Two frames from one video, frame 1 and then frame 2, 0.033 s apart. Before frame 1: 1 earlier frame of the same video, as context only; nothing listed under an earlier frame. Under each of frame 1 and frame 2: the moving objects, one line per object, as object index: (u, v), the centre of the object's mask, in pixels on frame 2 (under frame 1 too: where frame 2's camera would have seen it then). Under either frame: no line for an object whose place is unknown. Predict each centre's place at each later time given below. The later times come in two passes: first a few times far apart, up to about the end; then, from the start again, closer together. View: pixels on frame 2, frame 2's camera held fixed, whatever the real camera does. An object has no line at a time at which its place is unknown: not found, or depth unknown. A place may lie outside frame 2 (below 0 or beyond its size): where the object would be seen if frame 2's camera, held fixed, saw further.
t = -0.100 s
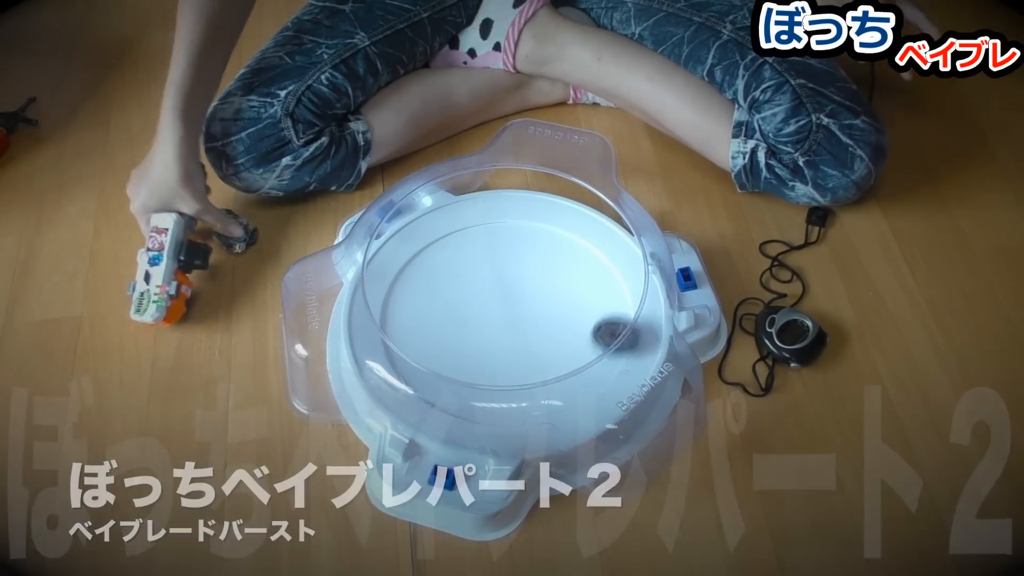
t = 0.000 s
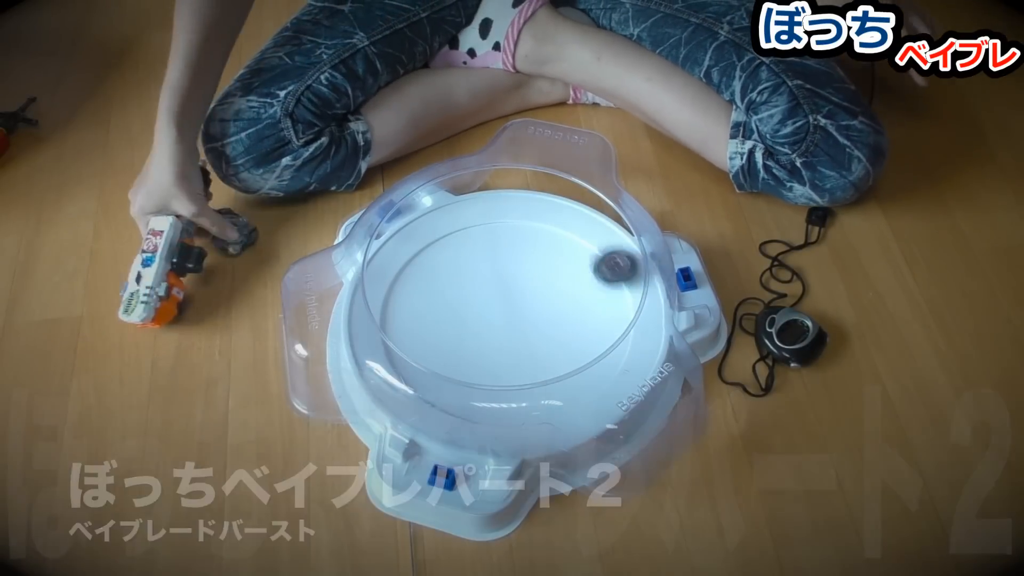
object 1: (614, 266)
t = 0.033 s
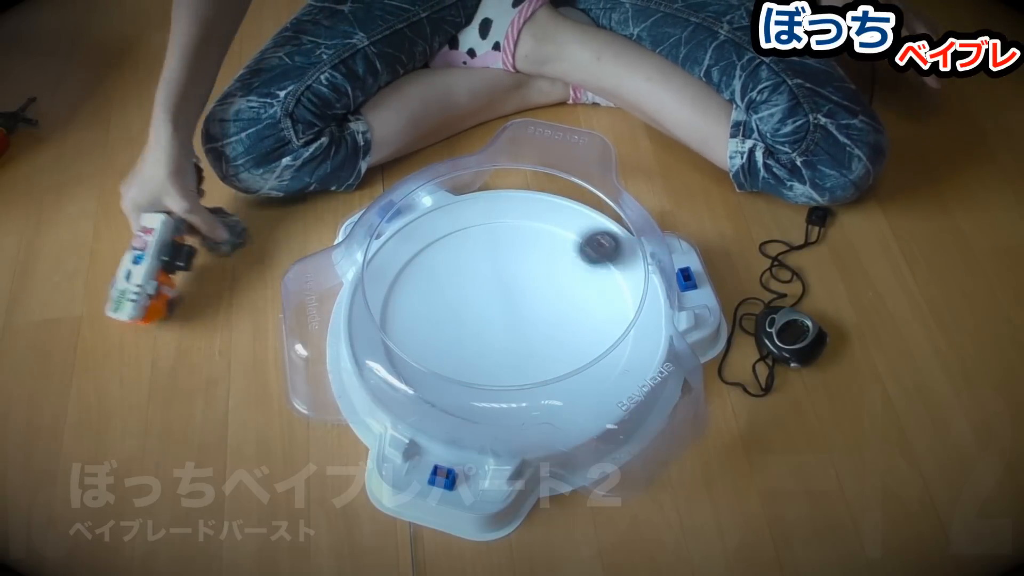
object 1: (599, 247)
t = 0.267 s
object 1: (419, 243)
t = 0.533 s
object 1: (442, 379)
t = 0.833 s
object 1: (595, 322)
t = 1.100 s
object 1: (519, 240)
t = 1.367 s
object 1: (443, 312)
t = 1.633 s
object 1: (549, 343)
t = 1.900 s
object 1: (524, 272)
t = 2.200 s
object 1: (493, 338)
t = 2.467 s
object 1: (536, 305)
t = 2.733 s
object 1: (493, 312)
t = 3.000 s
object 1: (510, 323)
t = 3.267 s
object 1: (516, 307)
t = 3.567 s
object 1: (494, 310)
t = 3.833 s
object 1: (514, 318)
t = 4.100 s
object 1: (514, 300)
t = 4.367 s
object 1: (498, 310)
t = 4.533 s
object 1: (509, 320)
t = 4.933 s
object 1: (516, 302)
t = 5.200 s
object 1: (498, 312)
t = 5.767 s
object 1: (519, 307)
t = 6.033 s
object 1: (501, 305)
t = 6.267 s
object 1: (498, 315)
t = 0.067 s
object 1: (577, 231)
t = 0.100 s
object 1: (551, 220)
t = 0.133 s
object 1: (523, 213)
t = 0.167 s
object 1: (493, 213)
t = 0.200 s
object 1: (466, 219)
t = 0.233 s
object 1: (439, 229)
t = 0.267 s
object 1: (419, 243)
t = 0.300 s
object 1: (402, 261)
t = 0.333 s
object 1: (390, 280)
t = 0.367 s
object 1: (387, 299)
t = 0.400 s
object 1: (390, 318)
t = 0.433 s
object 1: (397, 335)
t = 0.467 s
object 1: (411, 354)
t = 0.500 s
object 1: (425, 367)
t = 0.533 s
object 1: (442, 379)
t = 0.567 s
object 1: (465, 375)
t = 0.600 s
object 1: (485, 378)
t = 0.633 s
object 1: (505, 379)
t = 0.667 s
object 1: (524, 377)
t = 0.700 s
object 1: (544, 371)
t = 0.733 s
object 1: (562, 363)
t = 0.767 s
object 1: (578, 352)
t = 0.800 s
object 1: (589, 338)
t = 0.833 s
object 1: (595, 322)
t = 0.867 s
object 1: (597, 306)
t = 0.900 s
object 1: (595, 290)
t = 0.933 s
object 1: (589, 276)
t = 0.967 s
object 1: (579, 263)
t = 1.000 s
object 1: (566, 253)
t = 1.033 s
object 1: (551, 246)
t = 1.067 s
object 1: (536, 241)
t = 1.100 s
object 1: (519, 240)
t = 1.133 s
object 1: (502, 241)
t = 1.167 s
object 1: (485, 245)
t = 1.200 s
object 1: (470, 251)
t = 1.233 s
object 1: (457, 261)
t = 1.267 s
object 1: (447, 272)
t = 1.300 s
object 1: (441, 286)
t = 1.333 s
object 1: (440, 299)
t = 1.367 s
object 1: (443, 312)
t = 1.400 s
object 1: (450, 325)
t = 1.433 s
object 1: (460, 337)
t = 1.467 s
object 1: (474, 346)
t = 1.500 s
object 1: (489, 352)
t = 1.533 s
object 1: (506, 355)
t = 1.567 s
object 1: (521, 355)
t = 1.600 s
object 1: (536, 351)
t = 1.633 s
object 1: (549, 343)
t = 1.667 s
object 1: (558, 334)
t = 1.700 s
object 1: (564, 323)
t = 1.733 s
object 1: (566, 312)
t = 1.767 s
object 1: (563, 300)
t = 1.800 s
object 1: (557, 289)
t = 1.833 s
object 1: (549, 280)
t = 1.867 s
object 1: (537, 275)
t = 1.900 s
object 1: (524, 272)
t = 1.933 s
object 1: (510, 273)
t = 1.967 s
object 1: (497, 277)
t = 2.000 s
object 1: (487, 284)
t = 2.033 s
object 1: (479, 292)
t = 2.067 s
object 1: (474, 302)
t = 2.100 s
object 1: (474, 312)
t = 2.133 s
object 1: (477, 322)
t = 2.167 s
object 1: (483, 330)
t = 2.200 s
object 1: (493, 338)
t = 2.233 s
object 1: (504, 341)
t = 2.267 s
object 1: (516, 342)
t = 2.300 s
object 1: (526, 339)
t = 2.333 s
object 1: (535, 334)
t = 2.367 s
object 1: (540, 326)
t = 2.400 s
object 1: (542, 319)
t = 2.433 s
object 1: (540, 312)
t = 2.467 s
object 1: (536, 305)
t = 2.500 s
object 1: (530, 300)
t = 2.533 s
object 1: (523, 297)
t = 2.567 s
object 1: (517, 296)
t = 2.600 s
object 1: (511, 297)
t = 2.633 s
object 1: (505, 300)
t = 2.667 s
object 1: (500, 304)
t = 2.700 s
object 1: (496, 308)
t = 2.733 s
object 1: (493, 312)
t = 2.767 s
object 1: (492, 315)
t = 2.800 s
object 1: (492, 318)
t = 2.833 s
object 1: (494, 320)
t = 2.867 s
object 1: (496, 321)
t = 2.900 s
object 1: (498, 322)
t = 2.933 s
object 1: (502, 323)
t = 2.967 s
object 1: (506, 323)
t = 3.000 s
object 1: (510, 323)
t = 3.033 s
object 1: (514, 322)
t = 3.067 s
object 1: (516, 321)
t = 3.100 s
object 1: (518, 319)
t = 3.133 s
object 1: (519, 316)
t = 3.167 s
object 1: (519, 314)
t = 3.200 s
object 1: (519, 311)
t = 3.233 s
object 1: (517, 309)
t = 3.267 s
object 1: (516, 307)
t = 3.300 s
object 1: (513, 305)
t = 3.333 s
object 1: (510, 304)
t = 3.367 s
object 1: (508, 303)
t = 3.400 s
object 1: (505, 303)
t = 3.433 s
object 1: (502, 304)
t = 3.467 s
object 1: (499, 304)
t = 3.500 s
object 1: (496, 306)
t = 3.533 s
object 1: (495, 308)
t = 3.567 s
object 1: (494, 310)
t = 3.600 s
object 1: (495, 312)
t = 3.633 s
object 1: (496, 315)
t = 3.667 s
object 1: (498, 317)
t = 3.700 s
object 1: (501, 318)
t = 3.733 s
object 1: (504, 319)
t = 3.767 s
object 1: (508, 319)
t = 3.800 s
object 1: (511, 319)
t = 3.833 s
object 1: (514, 318)
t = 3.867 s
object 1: (517, 316)
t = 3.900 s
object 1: (518, 314)
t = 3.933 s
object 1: (520, 311)
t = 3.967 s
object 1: (520, 309)
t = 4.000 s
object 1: (520, 306)
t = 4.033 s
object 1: (518, 304)
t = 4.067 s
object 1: (516, 302)
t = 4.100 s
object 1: (514, 300)
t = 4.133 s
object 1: (511, 300)
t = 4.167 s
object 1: (508, 299)
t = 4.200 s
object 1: (506, 300)
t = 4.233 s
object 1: (503, 301)
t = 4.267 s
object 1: (500, 302)
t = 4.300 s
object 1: (499, 305)
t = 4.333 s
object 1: (498, 307)
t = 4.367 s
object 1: (498, 310)
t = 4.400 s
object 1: (499, 313)
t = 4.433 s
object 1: (500, 315)
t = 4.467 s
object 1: (503, 317)
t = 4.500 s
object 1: (505, 319)
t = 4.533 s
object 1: (509, 320)
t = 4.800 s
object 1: (524, 310)
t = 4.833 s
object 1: (523, 307)
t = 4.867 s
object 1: (521, 305)
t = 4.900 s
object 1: (519, 303)
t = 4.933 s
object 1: (516, 302)
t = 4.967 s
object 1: (513, 301)
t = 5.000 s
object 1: (510, 302)
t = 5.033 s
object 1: (507, 302)
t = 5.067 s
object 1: (504, 303)
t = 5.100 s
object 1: (502, 305)
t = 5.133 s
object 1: (500, 307)
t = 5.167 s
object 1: (498, 309)
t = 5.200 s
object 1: (498, 312)
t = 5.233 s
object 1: (498, 314)
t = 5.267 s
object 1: (499, 317)
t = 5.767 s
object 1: (519, 307)
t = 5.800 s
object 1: (517, 305)
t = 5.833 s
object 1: (515, 304)
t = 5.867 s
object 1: (513, 303)
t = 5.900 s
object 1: (510, 303)
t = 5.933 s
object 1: (508, 303)
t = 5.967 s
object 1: (505, 303)
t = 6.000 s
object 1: (503, 303)
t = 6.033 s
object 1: (501, 305)
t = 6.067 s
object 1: (499, 306)
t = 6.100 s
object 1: (498, 308)
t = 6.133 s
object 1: (497, 309)
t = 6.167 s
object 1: (497, 311)
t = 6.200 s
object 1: (497, 312)
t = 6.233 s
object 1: (497, 314)
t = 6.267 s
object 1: (498, 315)
